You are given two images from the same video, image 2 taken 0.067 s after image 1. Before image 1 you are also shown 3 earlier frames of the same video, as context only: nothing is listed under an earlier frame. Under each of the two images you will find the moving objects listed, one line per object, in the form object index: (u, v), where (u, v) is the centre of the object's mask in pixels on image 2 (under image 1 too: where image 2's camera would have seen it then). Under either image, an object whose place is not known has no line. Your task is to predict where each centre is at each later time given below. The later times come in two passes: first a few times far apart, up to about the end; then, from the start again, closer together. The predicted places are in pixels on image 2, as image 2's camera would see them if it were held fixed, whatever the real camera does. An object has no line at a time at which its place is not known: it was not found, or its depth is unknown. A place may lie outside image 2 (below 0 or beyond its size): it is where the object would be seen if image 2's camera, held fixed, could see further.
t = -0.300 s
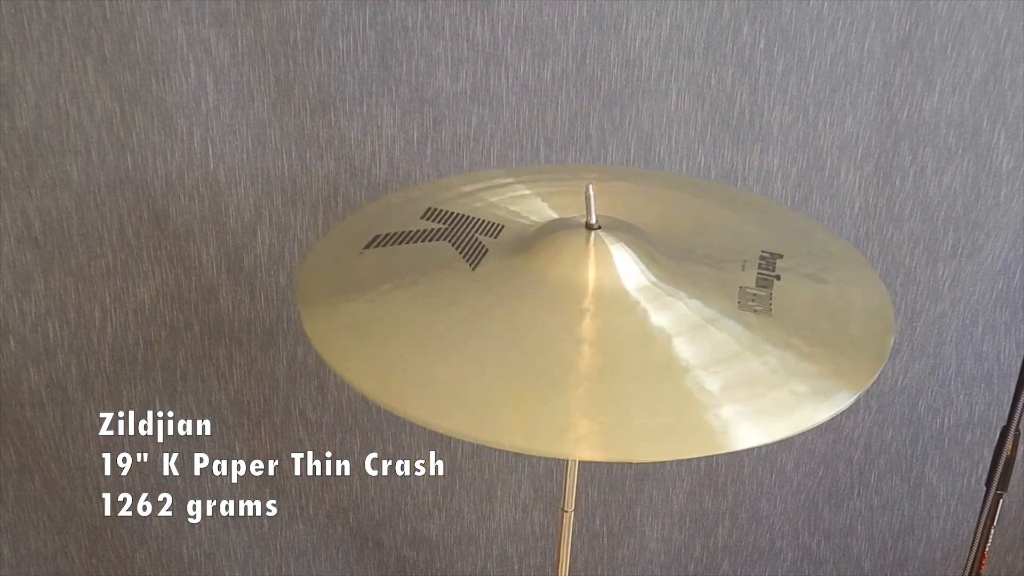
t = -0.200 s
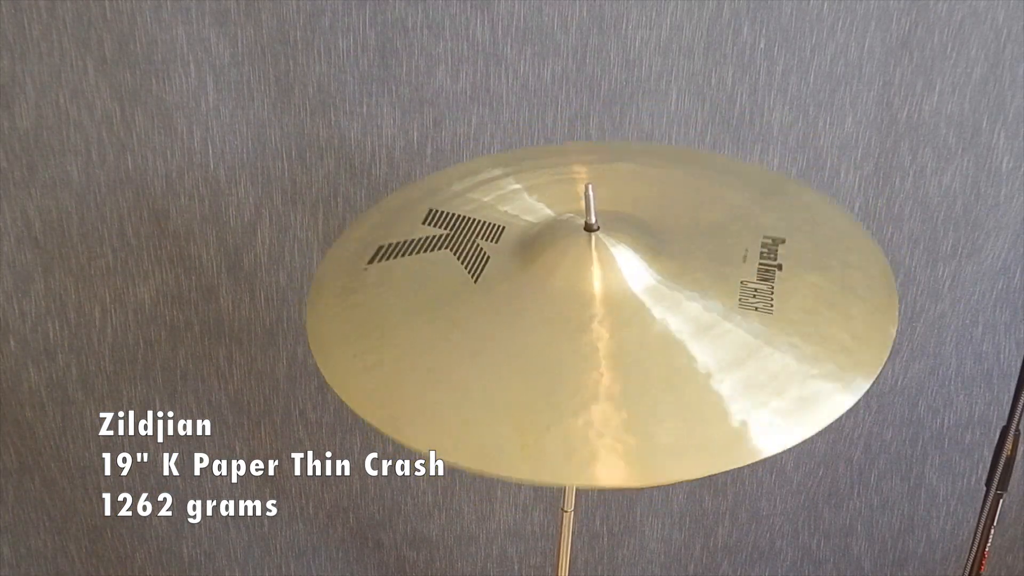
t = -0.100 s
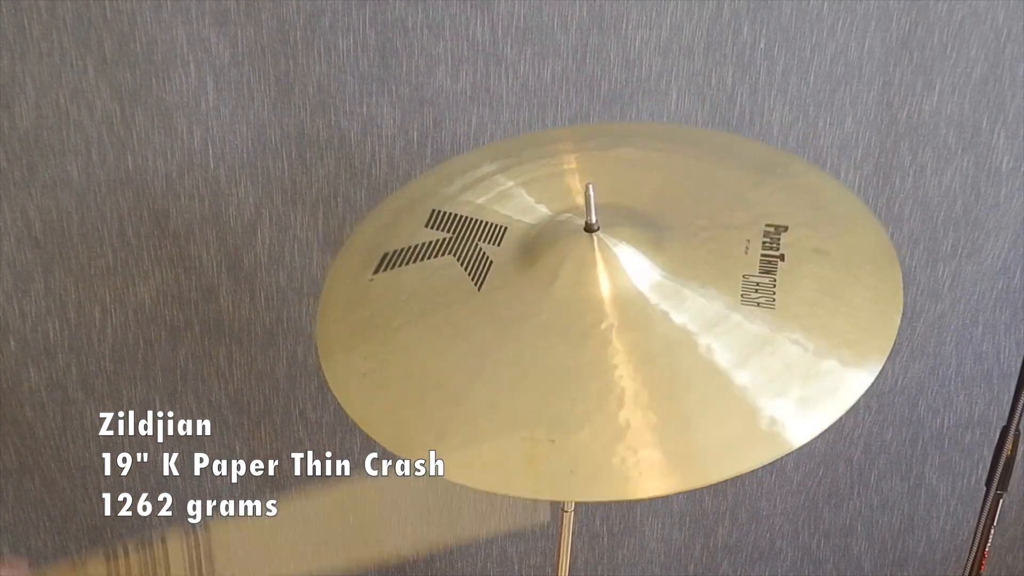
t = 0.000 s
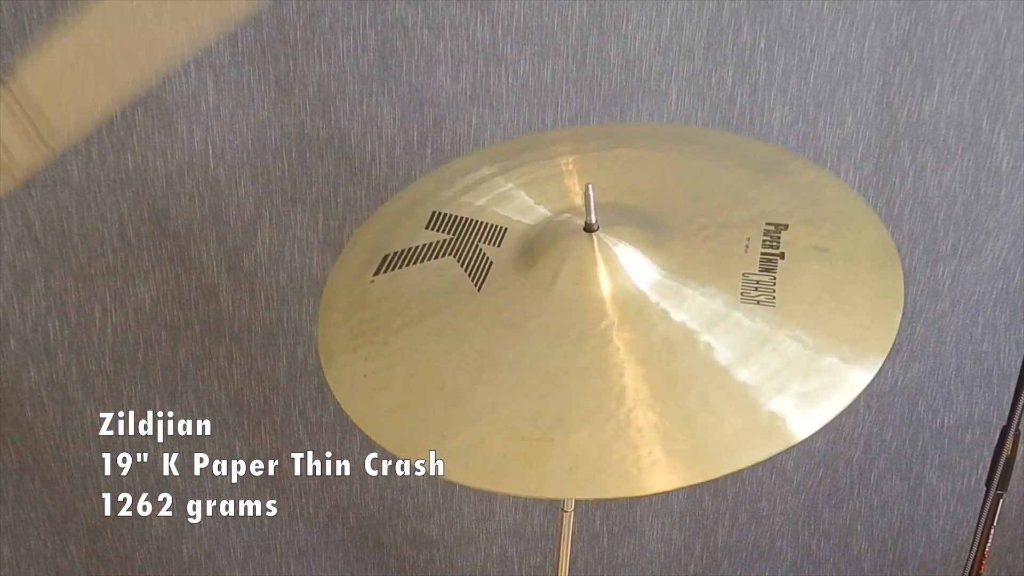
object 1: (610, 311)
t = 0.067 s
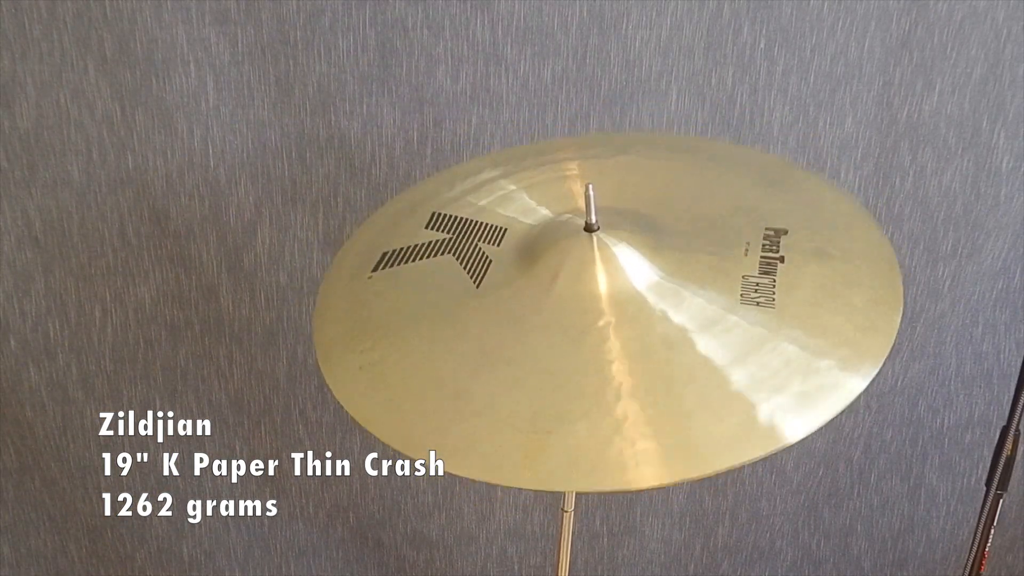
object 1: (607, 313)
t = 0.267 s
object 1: (600, 312)
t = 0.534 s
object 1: (616, 304)
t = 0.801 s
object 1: (609, 312)
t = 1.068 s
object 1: (591, 304)
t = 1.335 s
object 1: (604, 315)
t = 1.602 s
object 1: (608, 313)
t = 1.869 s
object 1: (592, 309)
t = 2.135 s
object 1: (603, 314)
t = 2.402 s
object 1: (606, 313)
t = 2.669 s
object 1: (599, 313)
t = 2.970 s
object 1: (606, 313)
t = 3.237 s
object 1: (602, 313)
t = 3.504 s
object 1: (603, 314)
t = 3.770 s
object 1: (603, 313)
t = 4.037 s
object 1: (603, 313)
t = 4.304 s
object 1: (603, 313)
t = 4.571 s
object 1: (604, 313)
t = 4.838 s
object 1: (603, 313)
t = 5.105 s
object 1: (603, 313)
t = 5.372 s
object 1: (603, 313)
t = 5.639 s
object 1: (603, 314)
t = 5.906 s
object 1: (603, 314)
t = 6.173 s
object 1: (603, 314)
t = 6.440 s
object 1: (603, 314)
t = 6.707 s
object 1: (603, 314)
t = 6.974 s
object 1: (603, 314)
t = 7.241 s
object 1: (603, 314)
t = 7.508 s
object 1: (603, 314)
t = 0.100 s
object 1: (606, 314)
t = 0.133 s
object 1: (605, 314)
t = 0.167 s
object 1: (603, 313)
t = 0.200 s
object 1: (602, 313)
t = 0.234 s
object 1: (601, 312)
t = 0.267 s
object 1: (600, 312)
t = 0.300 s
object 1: (599, 312)
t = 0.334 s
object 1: (598, 312)
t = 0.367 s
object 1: (597, 313)
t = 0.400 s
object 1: (597, 313)
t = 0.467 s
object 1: (605, 313)
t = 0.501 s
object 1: (611, 309)
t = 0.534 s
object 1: (616, 304)
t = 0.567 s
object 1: (620, 301)
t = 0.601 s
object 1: (623, 298)
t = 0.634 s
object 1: (625, 298)
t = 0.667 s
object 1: (625, 299)
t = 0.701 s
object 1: (623, 303)
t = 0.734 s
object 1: (619, 306)
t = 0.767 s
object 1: (614, 309)
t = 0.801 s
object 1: (609, 312)
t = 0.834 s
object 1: (604, 311)
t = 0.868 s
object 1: (599, 310)
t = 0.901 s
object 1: (594, 308)
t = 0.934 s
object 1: (590, 306)
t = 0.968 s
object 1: (588, 304)
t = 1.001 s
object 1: (589, 303)
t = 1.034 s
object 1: (590, 303)
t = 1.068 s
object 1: (591, 304)
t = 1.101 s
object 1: (591, 306)
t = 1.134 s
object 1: (592, 307)
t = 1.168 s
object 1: (592, 310)
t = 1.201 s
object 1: (593, 312)
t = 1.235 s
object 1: (595, 314)
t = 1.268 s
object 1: (598, 316)
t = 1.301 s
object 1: (600, 316)
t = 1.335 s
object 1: (604, 315)
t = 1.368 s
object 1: (608, 312)
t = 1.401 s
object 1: (611, 310)
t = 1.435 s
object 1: (614, 309)
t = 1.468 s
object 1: (615, 308)
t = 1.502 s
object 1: (615, 309)
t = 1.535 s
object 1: (614, 310)
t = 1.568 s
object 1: (611, 312)
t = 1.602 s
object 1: (608, 313)
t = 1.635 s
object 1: (605, 314)
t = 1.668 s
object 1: (602, 313)
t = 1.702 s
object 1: (600, 312)
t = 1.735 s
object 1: (597, 311)
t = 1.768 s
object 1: (595, 311)
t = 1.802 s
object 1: (593, 309)
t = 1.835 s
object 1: (592, 309)
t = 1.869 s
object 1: (592, 309)
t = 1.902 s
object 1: (592, 310)
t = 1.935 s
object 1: (593, 310)
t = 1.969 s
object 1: (595, 311)
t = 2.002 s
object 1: (596, 312)
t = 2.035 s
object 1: (598, 313)
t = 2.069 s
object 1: (600, 313)
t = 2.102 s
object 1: (601, 314)
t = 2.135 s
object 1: (603, 314)
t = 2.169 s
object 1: (605, 314)
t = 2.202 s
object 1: (607, 313)
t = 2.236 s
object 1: (608, 313)
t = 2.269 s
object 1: (608, 312)
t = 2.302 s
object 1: (608, 312)
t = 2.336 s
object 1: (608, 313)
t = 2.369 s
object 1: (607, 313)
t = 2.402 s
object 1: (606, 313)
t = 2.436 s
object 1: (606, 312)
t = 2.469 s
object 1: (605, 313)
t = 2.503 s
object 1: (603, 313)
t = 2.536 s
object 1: (602, 312)
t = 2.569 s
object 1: (601, 313)
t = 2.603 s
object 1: (600, 313)
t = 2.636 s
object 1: (599, 313)
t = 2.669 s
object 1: (599, 313)
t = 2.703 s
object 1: (598, 313)
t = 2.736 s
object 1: (598, 314)
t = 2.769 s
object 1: (599, 314)
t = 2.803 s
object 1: (601, 313)
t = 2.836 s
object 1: (602, 313)
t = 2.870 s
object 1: (603, 314)
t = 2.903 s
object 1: (604, 314)
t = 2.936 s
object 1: (605, 313)
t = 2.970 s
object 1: (606, 313)
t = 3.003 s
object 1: (606, 314)
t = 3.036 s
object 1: (606, 313)
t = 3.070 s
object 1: (606, 312)
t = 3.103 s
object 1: (606, 313)
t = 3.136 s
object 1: (605, 313)
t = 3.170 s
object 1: (604, 313)
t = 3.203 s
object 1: (603, 313)
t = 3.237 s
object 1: (602, 313)
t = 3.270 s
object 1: (602, 313)
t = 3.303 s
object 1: (602, 313)
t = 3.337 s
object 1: (602, 314)
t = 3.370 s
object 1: (602, 314)
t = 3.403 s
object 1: (602, 314)
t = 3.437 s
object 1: (602, 314)
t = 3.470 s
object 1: (603, 314)
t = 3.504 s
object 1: (603, 314)
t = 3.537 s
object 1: (604, 314)
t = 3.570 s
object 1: (604, 314)
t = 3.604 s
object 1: (604, 314)
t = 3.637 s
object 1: (603, 313)
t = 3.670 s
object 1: (603, 313)
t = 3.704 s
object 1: (603, 313)
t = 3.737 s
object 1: (603, 313)
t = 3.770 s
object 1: (603, 313)
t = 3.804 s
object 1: (603, 313)
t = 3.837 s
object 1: (603, 313)
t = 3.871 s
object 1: (603, 313)
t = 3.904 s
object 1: (603, 313)
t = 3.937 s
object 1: (603, 313)
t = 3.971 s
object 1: (603, 313)
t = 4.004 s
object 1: (603, 313)
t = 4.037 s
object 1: (603, 313)
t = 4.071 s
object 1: (603, 313)
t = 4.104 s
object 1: (603, 313)
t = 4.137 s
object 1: (603, 313)
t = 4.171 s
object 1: (603, 313)
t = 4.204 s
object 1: (603, 313)
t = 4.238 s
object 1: (603, 313)
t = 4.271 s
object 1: (603, 313)
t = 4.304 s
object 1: (603, 313)
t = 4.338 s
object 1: (603, 313)
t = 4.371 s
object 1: (603, 313)
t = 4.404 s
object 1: (604, 313)
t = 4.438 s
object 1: (604, 313)
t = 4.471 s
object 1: (604, 313)
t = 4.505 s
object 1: (604, 313)
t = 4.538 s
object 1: (604, 313)
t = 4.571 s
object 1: (604, 313)
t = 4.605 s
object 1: (603, 313)
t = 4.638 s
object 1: (603, 313)
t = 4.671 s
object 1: (603, 313)
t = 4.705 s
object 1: (603, 313)
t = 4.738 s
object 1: (603, 313)
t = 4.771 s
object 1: (603, 313)
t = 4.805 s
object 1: (603, 313)
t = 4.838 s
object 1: (603, 313)
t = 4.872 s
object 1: (603, 313)
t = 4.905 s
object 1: (603, 313)
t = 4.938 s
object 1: (603, 313)
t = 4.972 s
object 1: (603, 313)
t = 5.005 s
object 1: (603, 313)
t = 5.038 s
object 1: (603, 313)
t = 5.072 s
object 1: (603, 313)
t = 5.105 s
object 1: (603, 313)
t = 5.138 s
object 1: (603, 313)
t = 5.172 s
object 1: (603, 313)
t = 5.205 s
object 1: (603, 313)
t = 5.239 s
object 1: (603, 313)
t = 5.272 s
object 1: (603, 313)
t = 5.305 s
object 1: (603, 313)
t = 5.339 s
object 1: (603, 313)
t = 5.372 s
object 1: (603, 313)
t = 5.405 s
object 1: (603, 313)
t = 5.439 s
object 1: (603, 313)
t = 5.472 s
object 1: (603, 313)
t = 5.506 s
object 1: (603, 313)
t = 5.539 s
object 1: (603, 313)
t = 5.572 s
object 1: (603, 313)
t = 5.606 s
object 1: (603, 314)
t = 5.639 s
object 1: (603, 314)
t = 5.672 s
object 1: (603, 314)
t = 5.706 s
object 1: (603, 314)
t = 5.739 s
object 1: (603, 314)
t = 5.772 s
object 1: (603, 314)
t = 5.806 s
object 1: (603, 314)
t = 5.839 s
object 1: (603, 314)
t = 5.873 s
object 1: (603, 314)
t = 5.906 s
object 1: (603, 314)
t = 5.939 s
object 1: (603, 314)
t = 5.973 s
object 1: (603, 314)
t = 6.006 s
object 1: (603, 314)
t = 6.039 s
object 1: (603, 314)
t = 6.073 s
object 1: (603, 314)
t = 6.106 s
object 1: (603, 314)
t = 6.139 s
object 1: (603, 314)
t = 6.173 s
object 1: (603, 314)
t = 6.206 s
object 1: (603, 314)
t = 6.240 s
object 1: (603, 314)
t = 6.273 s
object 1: (603, 314)
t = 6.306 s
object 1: (603, 314)
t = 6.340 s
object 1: (603, 314)
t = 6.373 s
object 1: (603, 314)
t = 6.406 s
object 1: (603, 314)
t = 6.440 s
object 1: (603, 314)
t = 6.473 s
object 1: (603, 314)
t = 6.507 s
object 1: (603, 314)
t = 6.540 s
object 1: (603, 314)
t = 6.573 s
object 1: (603, 314)
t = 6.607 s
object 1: (603, 314)
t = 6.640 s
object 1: (603, 314)
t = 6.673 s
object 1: (603, 314)
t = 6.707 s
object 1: (603, 314)
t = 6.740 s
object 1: (603, 314)
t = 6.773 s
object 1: (603, 314)
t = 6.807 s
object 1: (603, 314)
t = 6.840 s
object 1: (603, 314)
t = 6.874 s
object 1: (603, 314)
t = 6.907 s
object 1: (603, 314)
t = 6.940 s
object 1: (603, 314)
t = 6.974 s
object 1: (603, 314)
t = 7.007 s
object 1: (603, 314)
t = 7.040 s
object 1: (603, 314)
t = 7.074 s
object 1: (603, 314)
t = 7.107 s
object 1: (603, 314)
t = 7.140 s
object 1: (603, 314)
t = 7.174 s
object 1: (603, 314)
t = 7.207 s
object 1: (603, 314)
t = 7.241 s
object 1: (603, 314)
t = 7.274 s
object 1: (603, 314)
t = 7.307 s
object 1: (603, 314)
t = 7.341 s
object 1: (603, 314)
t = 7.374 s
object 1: (603, 314)
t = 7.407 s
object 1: (603, 314)
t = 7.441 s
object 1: (603, 314)
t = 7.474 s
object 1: (603, 314)
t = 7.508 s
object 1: (603, 314)
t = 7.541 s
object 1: (603, 314)
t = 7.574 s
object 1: (603, 314)
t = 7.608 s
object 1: (603, 314)
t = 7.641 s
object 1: (603, 314)
